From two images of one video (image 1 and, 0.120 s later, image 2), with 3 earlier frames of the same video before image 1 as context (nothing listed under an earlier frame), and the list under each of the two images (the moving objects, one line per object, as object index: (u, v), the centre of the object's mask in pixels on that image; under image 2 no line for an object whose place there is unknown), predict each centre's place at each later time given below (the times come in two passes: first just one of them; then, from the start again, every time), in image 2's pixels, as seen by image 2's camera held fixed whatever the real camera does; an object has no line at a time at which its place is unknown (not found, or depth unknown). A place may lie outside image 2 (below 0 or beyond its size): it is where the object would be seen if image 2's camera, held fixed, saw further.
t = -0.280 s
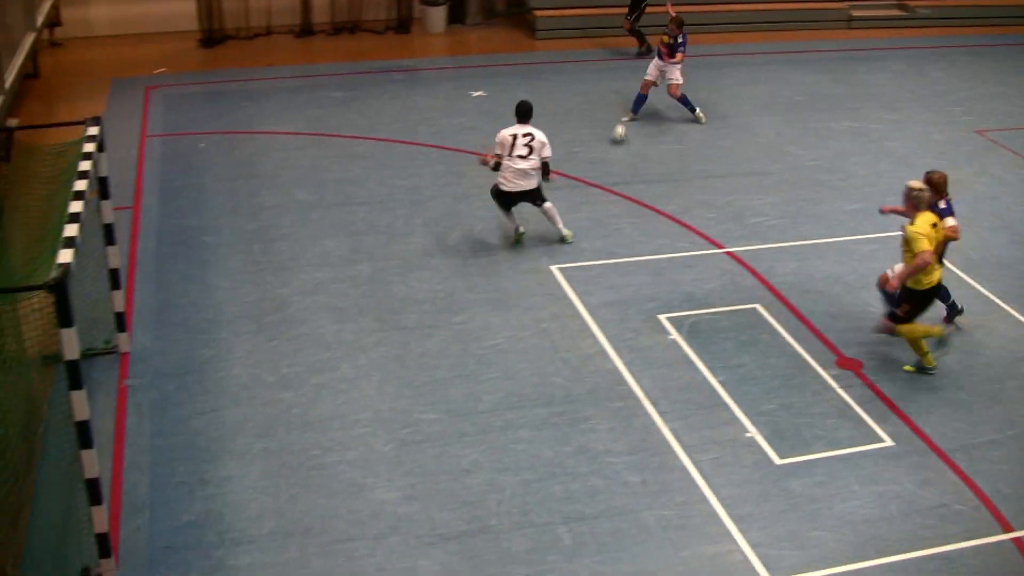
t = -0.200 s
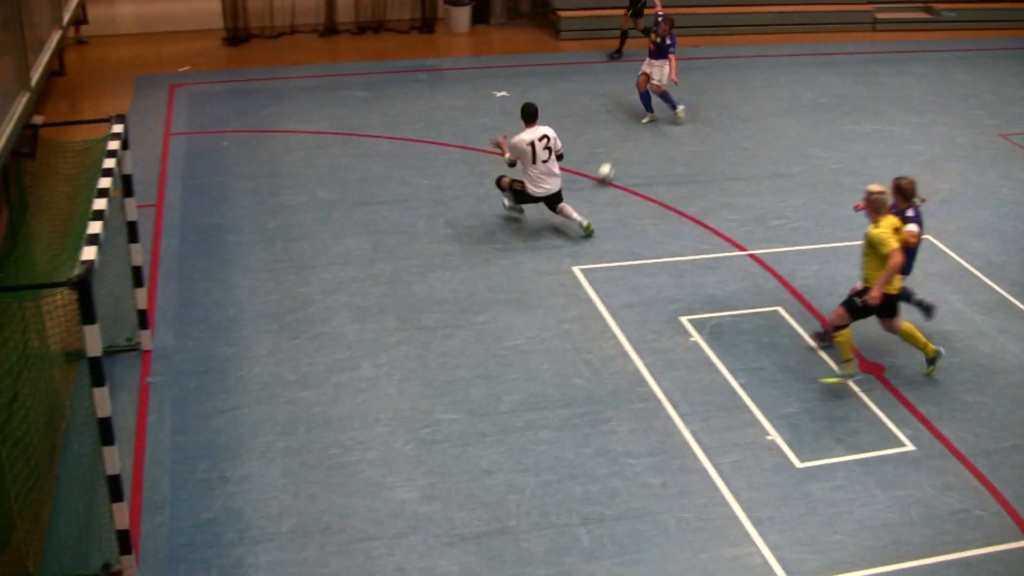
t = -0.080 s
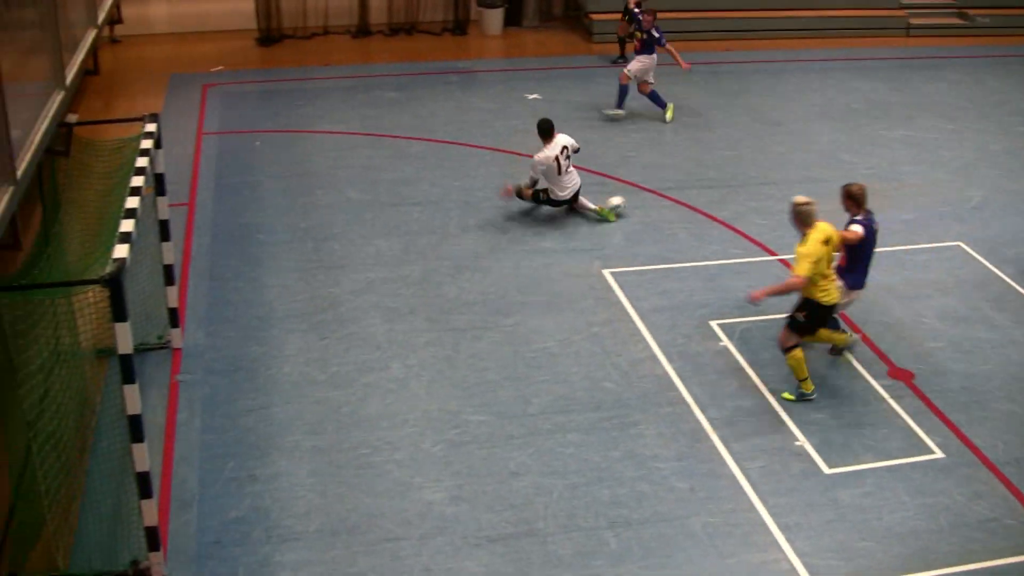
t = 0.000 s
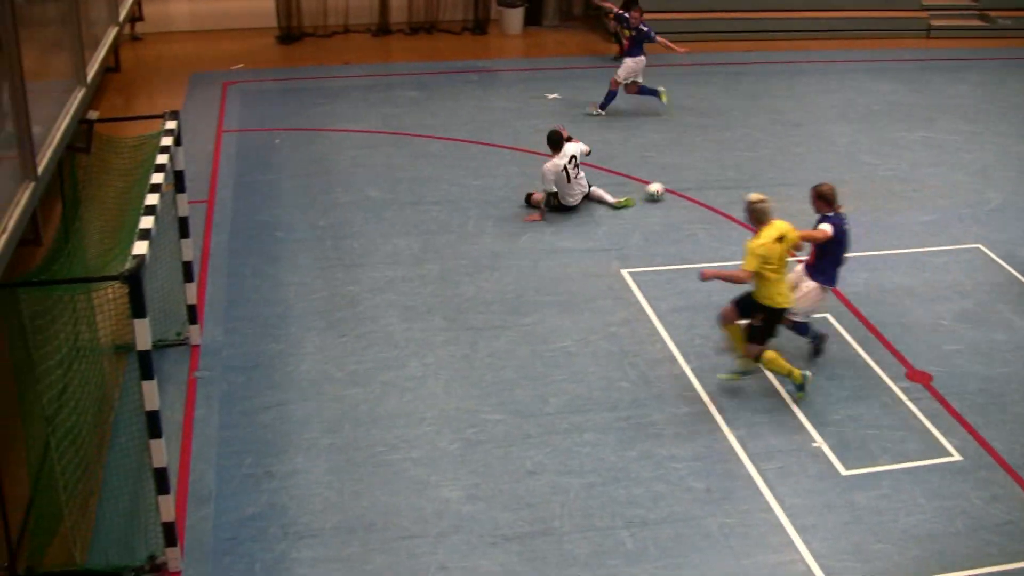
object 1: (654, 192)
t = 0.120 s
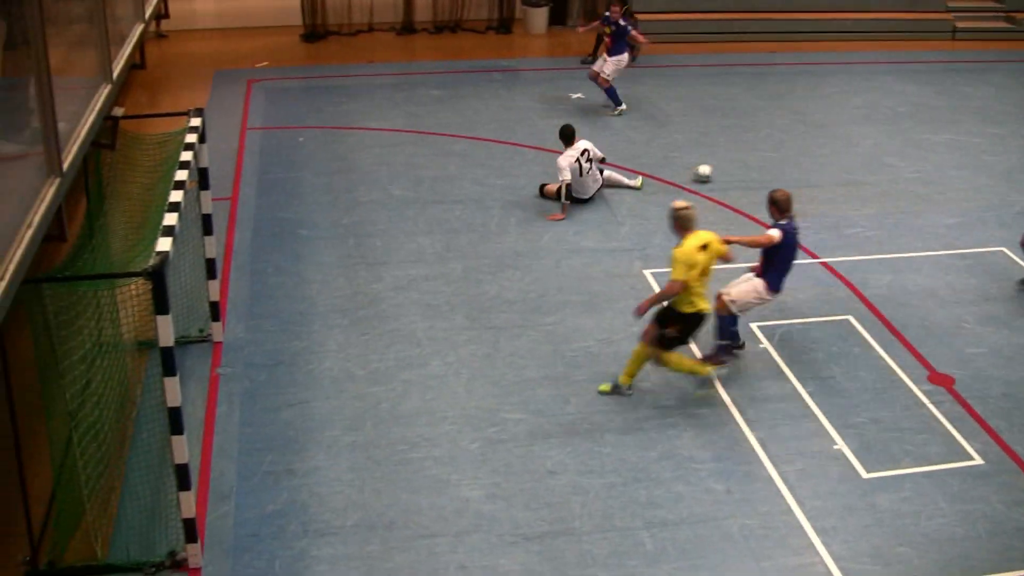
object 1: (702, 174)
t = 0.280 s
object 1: (735, 150)
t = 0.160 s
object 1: (712, 168)
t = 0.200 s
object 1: (721, 162)
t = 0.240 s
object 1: (729, 156)
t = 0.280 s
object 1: (735, 150)
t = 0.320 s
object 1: (742, 145)
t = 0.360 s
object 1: (747, 140)
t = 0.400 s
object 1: (751, 135)
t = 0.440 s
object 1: (755, 132)
